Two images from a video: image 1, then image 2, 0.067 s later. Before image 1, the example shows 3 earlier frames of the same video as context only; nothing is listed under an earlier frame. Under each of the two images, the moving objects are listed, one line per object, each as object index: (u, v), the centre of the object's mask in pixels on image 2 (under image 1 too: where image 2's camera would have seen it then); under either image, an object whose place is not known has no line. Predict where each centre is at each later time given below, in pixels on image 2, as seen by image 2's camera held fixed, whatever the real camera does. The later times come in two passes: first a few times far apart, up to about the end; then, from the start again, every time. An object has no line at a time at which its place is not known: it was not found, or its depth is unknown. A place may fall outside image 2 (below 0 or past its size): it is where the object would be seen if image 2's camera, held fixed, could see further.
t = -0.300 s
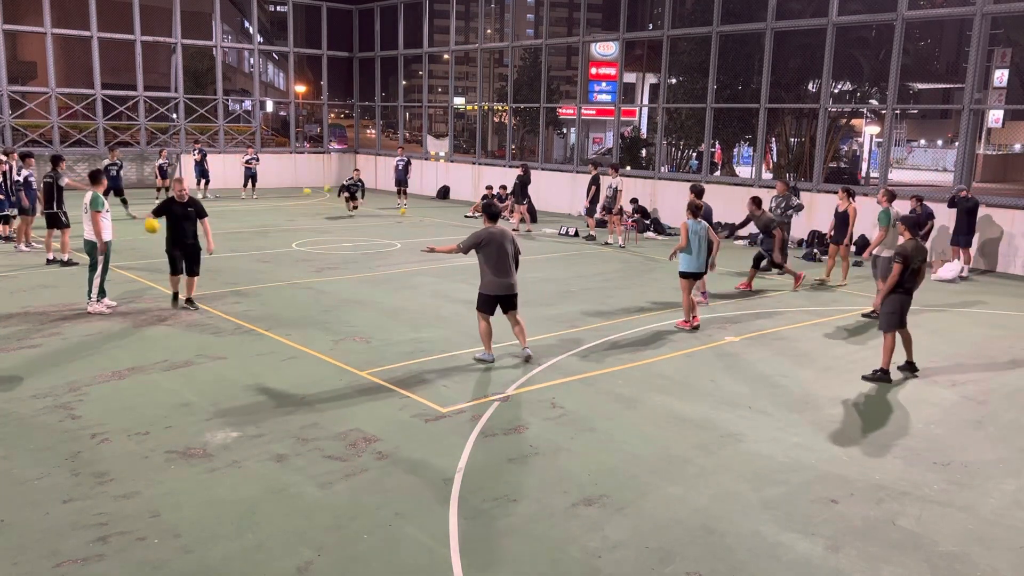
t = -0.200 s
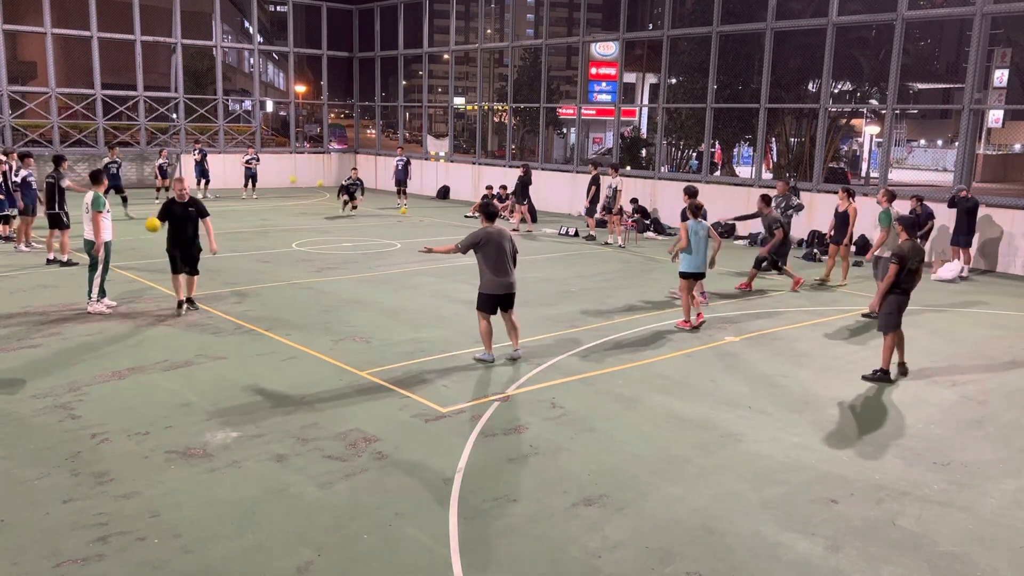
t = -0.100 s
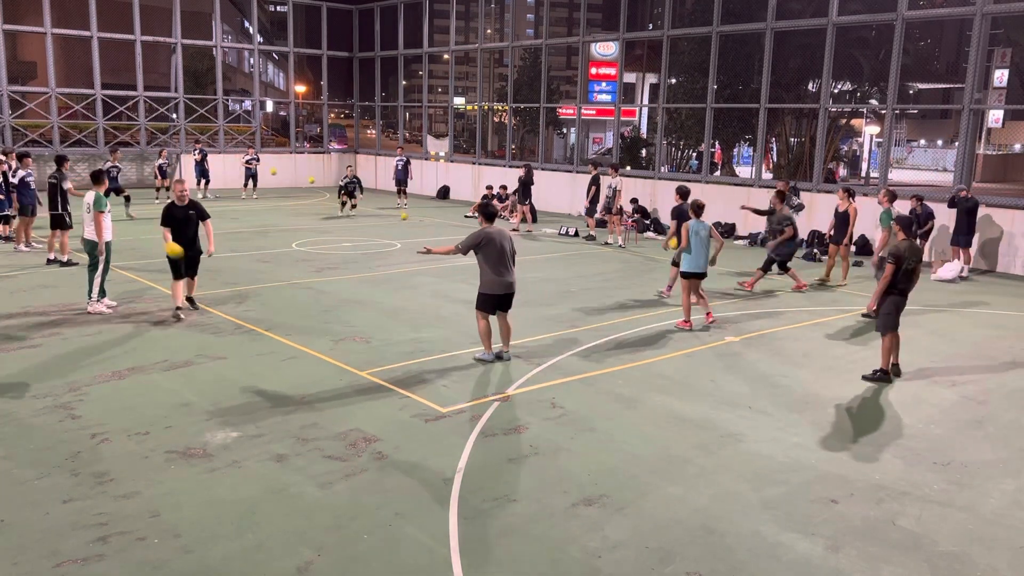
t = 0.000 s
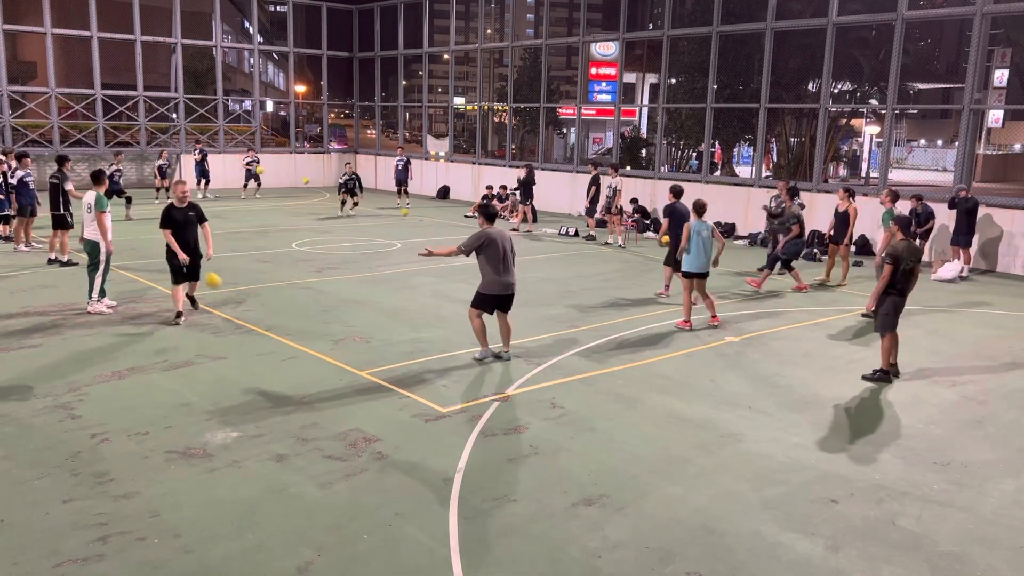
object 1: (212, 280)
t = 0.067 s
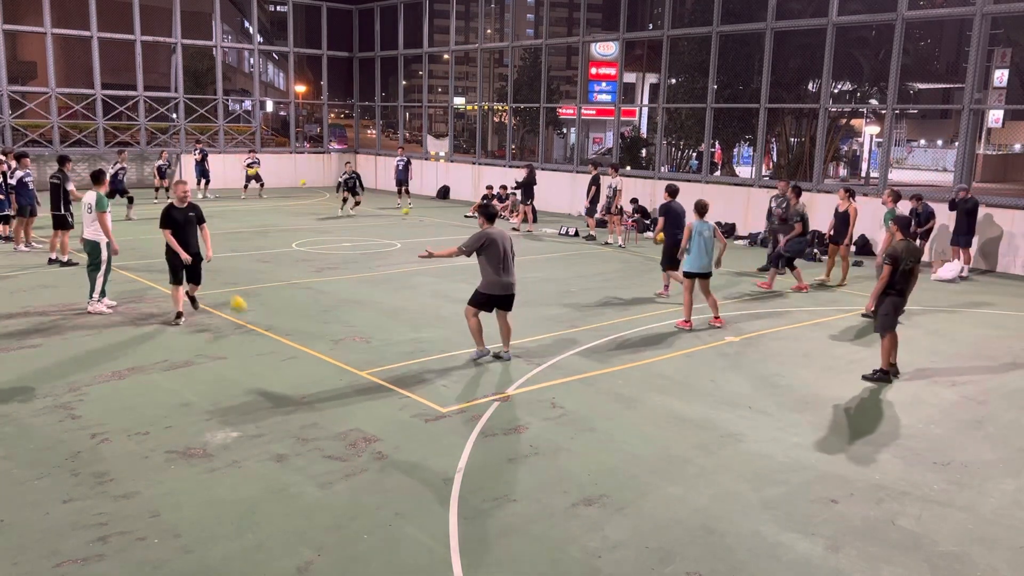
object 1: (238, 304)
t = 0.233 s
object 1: (276, 292)
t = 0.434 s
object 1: (314, 268)
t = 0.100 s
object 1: (252, 317)
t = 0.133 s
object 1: (259, 315)
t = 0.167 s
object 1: (265, 307)
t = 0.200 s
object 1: (271, 298)
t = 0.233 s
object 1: (276, 292)
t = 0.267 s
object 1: (283, 286)
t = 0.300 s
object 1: (289, 280)
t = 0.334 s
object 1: (295, 276)
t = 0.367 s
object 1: (301, 273)
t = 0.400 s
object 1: (307, 270)
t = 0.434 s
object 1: (314, 268)
